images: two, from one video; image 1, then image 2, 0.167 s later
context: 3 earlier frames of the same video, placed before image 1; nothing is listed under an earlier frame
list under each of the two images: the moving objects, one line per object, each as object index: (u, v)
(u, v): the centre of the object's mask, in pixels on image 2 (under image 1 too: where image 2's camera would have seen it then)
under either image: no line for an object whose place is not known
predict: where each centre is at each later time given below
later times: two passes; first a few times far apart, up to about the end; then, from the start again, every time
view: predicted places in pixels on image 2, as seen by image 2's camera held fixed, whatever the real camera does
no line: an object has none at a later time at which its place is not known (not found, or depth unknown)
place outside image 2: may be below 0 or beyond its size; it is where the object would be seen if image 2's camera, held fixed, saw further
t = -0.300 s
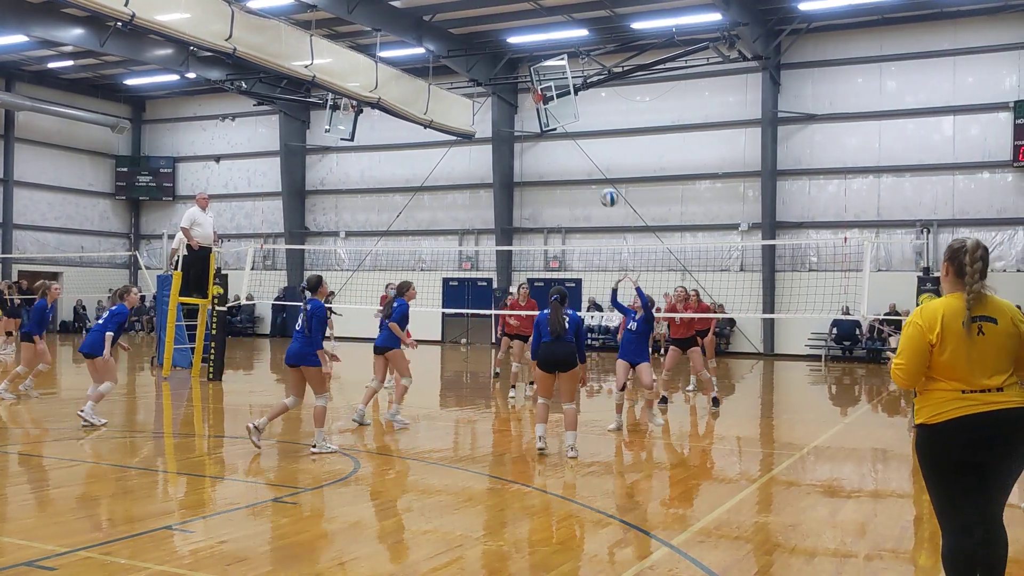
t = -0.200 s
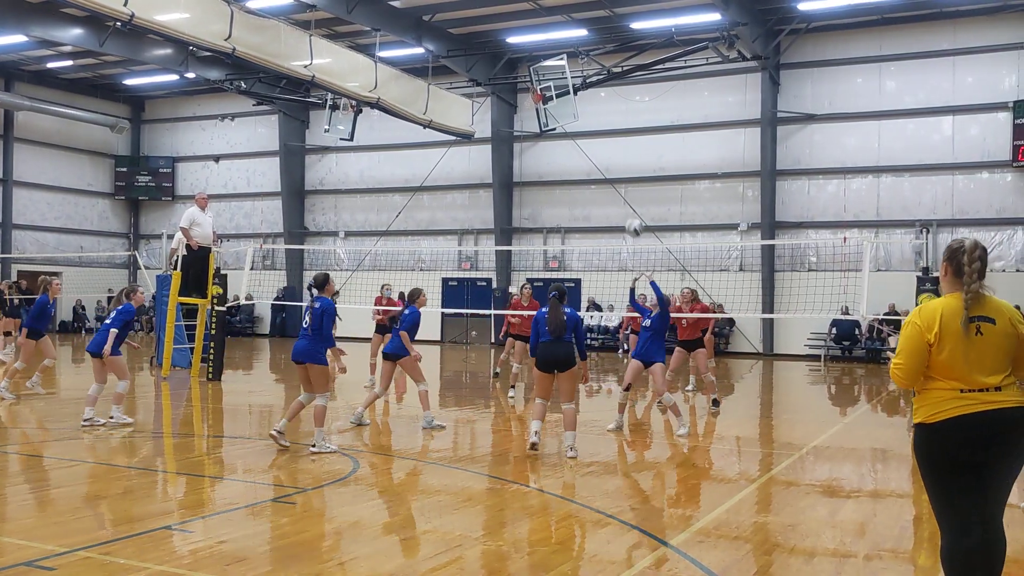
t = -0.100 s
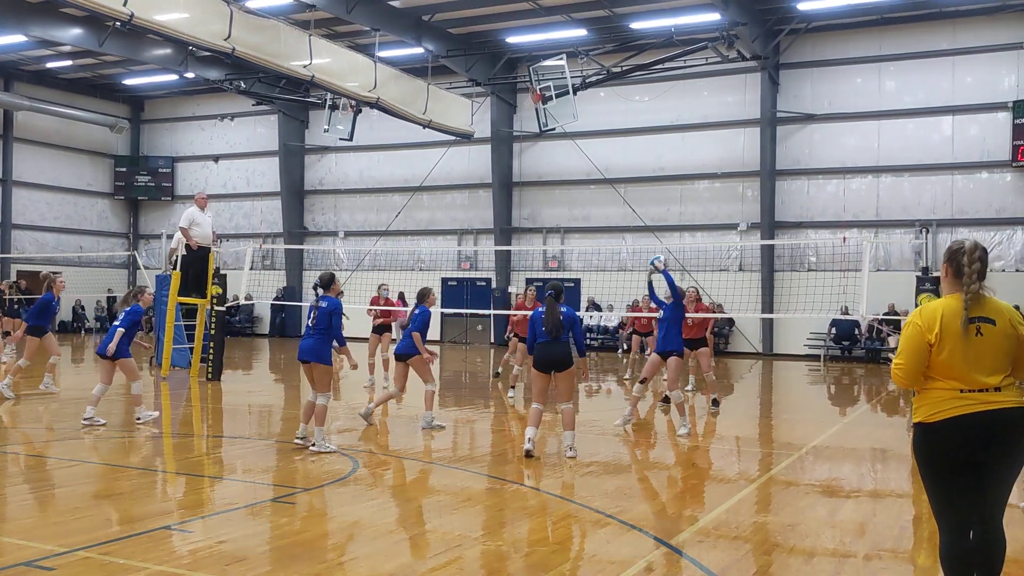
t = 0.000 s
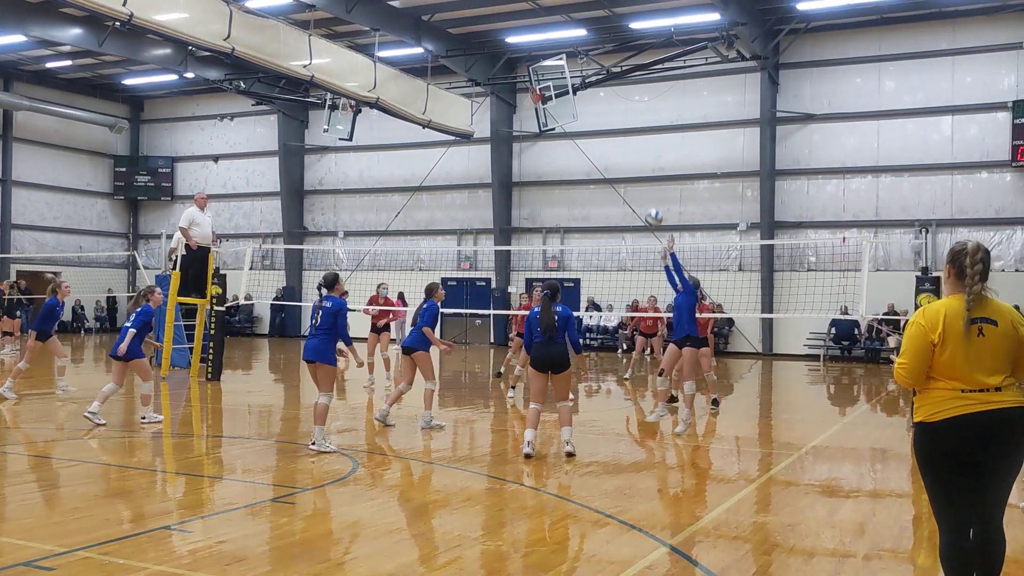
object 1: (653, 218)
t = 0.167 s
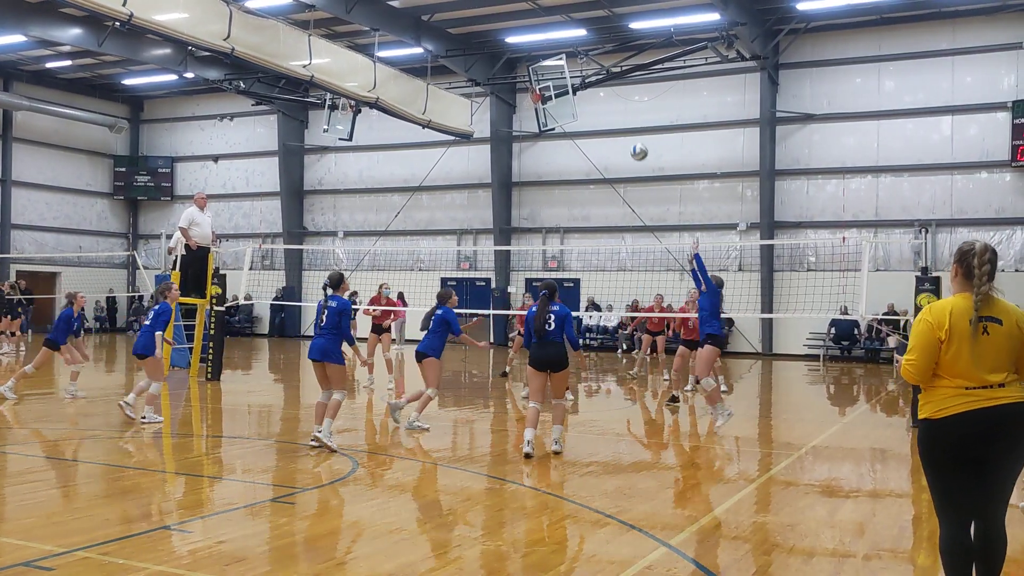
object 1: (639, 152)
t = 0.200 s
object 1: (636, 142)
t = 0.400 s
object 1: (619, 103)
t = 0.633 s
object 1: (599, 99)
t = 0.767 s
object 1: (588, 116)
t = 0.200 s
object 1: (636, 142)
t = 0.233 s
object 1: (633, 133)
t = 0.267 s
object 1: (630, 124)
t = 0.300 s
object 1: (627, 118)
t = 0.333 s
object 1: (624, 112)
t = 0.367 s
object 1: (622, 107)
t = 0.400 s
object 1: (619, 103)
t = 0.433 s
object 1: (616, 100)
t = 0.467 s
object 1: (613, 97)
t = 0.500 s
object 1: (610, 96)
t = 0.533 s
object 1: (608, 95)
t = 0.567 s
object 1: (605, 95)
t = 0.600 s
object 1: (602, 97)
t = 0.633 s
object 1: (599, 99)
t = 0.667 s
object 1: (597, 102)
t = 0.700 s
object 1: (594, 106)
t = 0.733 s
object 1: (591, 111)
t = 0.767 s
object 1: (588, 116)
